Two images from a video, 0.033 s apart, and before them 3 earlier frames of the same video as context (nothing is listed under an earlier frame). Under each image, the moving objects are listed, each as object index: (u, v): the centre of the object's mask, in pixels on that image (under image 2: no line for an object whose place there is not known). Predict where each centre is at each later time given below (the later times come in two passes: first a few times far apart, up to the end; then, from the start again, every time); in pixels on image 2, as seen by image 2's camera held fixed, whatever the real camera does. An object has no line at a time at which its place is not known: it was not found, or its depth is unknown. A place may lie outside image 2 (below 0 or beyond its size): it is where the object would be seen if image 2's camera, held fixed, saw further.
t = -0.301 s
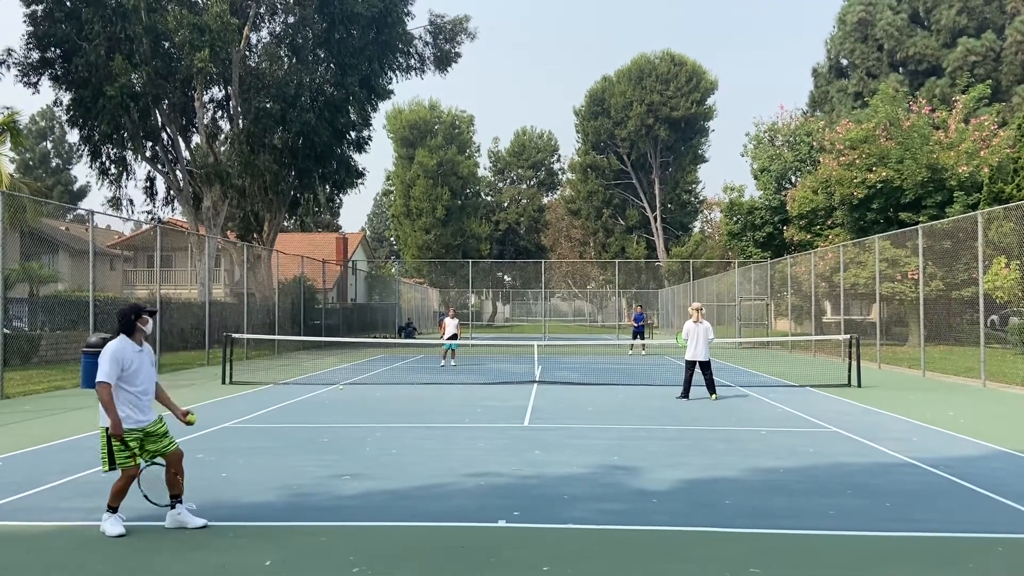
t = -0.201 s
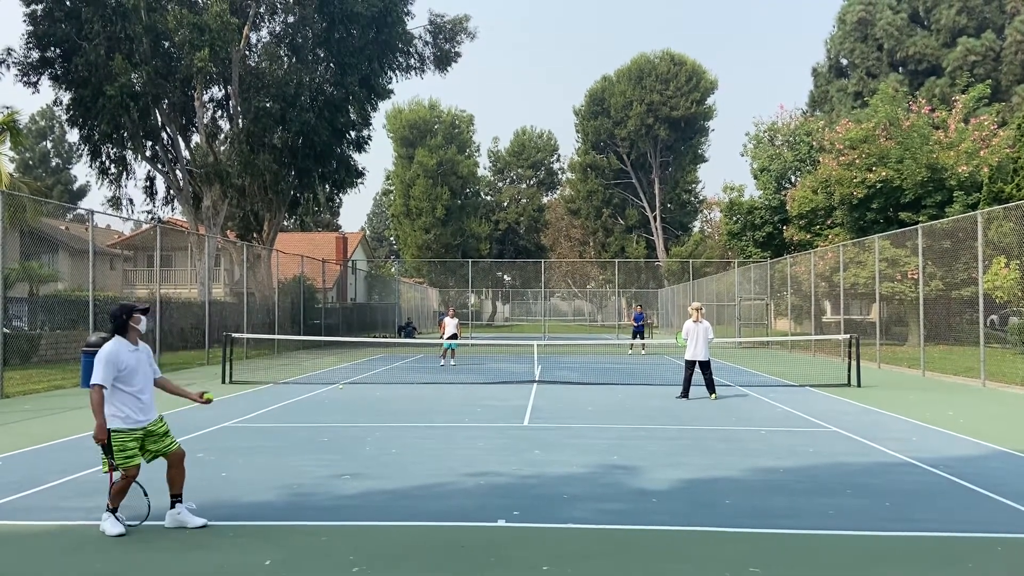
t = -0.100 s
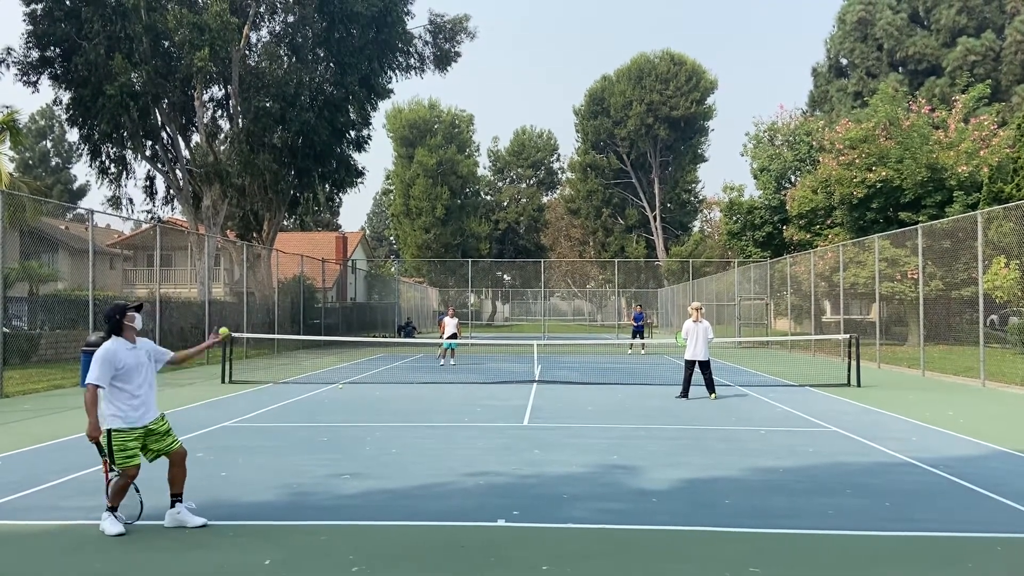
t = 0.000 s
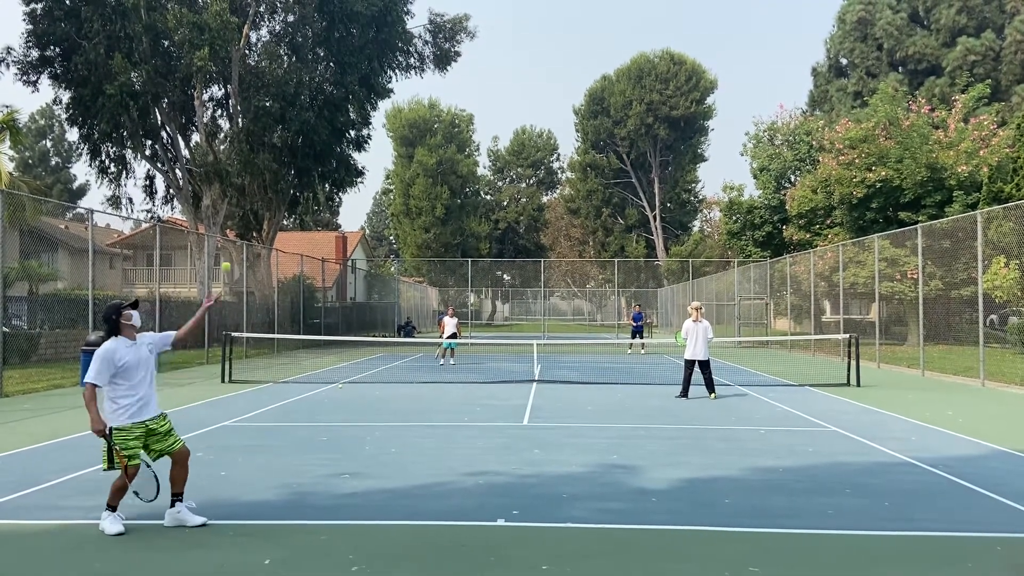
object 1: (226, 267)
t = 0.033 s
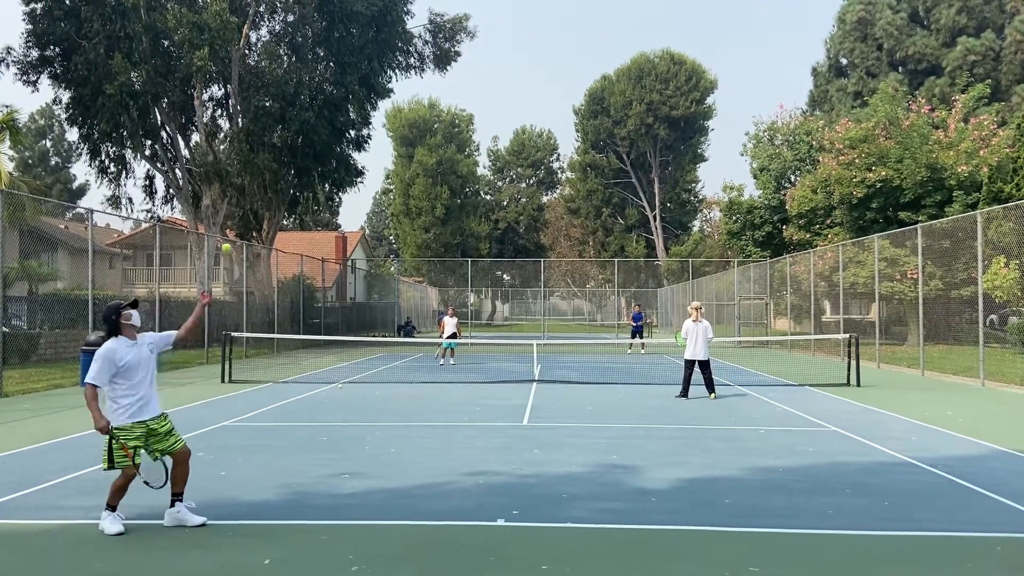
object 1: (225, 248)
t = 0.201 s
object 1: (230, 179)
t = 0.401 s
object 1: (234, 145)
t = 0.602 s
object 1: (237, 160)
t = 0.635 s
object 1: (237, 168)
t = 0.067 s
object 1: (227, 231)
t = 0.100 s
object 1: (228, 216)
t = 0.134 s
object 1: (228, 202)
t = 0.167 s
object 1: (229, 190)
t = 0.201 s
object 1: (230, 179)
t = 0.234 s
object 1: (230, 170)
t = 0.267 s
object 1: (231, 162)
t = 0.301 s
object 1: (232, 155)
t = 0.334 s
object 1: (232, 150)
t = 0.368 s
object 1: (233, 147)
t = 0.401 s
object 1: (234, 145)
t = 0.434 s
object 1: (234, 144)
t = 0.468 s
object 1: (235, 145)
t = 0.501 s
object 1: (235, 146)
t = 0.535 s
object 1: (236, 150)
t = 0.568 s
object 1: (236, 154)
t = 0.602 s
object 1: (237, 160)
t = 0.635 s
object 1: (237, 168)
